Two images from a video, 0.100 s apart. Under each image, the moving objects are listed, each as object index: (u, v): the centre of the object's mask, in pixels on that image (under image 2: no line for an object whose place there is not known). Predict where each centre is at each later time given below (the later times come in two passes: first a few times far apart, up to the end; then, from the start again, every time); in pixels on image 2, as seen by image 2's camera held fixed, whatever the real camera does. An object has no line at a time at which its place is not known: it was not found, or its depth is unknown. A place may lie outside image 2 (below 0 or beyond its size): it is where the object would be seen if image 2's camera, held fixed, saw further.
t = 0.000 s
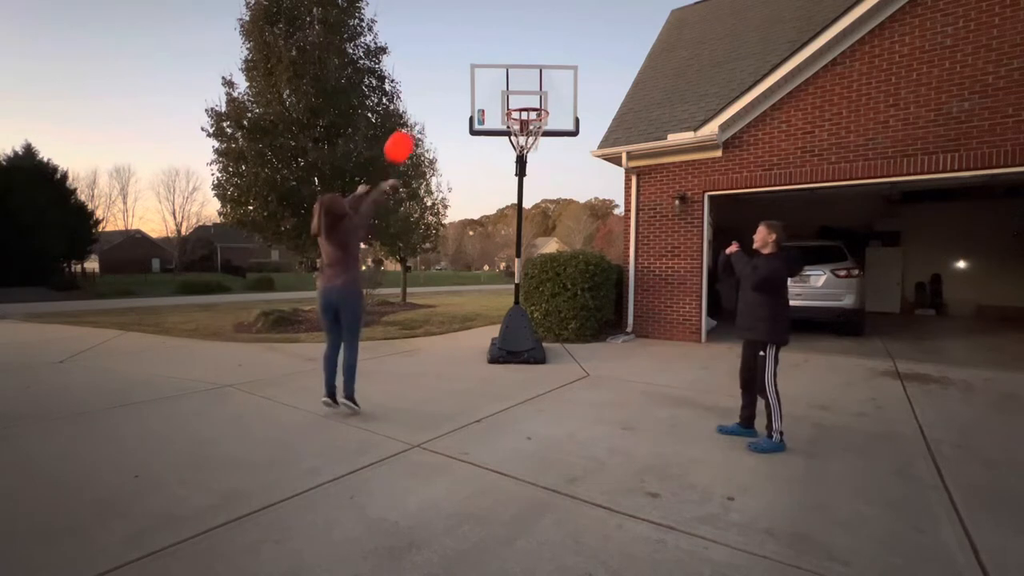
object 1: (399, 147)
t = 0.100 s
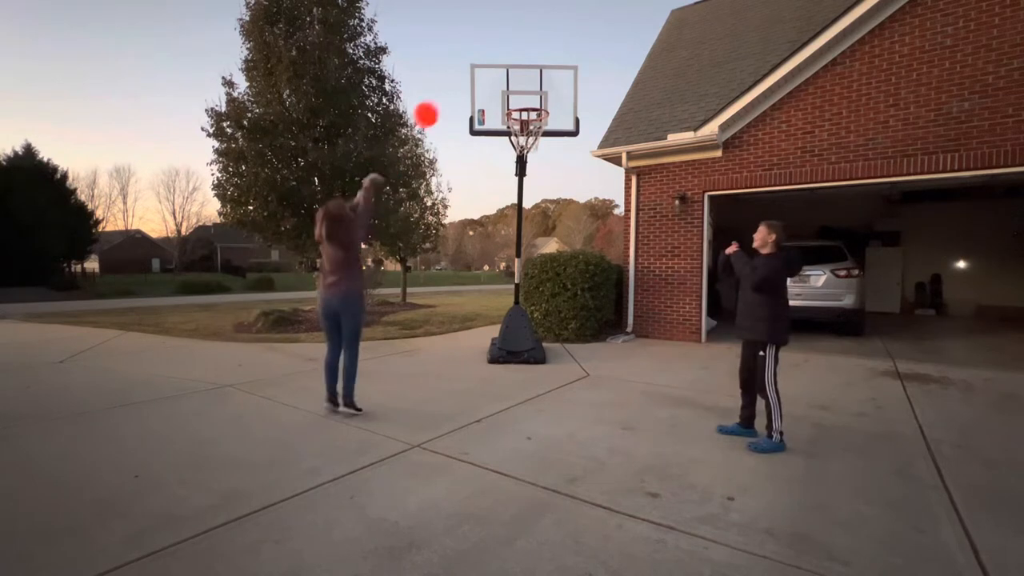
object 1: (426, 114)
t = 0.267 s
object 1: (465, 87)
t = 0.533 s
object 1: (514, 94)
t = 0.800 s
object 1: (538, 137)
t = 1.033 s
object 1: (534, 199)
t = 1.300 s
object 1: (529, 321)
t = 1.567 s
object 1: (516, 308)
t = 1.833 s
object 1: (498, 256)
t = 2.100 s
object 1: (482, 263)
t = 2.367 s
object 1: (468, 322)
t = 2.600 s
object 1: (455, 329)
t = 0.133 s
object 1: (434, 106)
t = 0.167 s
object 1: (442, 99)
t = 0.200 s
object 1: (451, 94)
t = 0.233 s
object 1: (458, 90)
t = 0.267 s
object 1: (465, 87)
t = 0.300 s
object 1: (472, 85)
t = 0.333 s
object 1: (479, 84)
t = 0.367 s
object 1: (486, 84)
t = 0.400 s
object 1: (493, 85)
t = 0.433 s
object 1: (499, 88)
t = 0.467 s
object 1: (506, 91)
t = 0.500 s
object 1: (510, 92)
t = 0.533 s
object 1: (514, 94)
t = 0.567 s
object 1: (518, 96)
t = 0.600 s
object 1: (522, 99)
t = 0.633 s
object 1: (526, 104)
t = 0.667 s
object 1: (531, 110)
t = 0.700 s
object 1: (535, 118)
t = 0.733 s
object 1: (537, 125)
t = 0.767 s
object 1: (537, 132)
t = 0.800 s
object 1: (538, 137)
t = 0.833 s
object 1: (537, 143)
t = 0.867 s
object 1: (537, 150)
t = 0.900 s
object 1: (536, 158)
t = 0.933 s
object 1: (535, 166)
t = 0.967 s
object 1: (535, 176)
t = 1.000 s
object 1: (534, 187)
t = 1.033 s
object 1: (534, 199)
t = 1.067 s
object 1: (533, 212)
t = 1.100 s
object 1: (533, 224)
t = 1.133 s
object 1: (532, 238)
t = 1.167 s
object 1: (531, 254)
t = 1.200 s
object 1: (531, 270)
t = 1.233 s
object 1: (531, 286)
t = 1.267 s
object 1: (530, 303)
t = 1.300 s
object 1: (529, 321)
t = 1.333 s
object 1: (529, 341)
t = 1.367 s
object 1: (528, 360)
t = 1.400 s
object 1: (527, 372)
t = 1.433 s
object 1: (525, 356)
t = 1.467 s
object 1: (522, 343)
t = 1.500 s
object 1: (520, 331)
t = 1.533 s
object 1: (518, 319)
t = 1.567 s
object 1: (516, 308)
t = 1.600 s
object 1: (514, 298)
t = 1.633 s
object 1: (511, 289)
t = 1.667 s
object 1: (509, 281)
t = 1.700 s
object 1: (506, 274)
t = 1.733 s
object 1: (504, 268)
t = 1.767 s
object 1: (503, 263)
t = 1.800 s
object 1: (501, 259)
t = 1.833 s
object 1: (498, 256)
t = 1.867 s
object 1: (496, 254)
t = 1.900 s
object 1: (494, 252)
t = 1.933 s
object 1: (492, 252)
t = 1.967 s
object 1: (490, 252)
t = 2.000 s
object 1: (489, 254)
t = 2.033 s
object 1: (486, 256)
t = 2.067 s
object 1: (484, 259)
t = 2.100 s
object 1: (482, 263)
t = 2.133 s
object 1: (481, 268)
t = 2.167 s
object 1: (479, 274)
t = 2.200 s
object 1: (477, 280)
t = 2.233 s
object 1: (475, 287)
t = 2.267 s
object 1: (473, 295)
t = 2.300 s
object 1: (471, 303)
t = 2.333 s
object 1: (469, 313)
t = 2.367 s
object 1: (468, 322)
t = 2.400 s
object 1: (466, 334)
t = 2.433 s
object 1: (464, 346)
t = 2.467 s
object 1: (463, 358)
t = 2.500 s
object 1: (461, 355)
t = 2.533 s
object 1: (459, 346)
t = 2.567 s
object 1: (457, 336)
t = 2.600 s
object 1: (455, 329)
